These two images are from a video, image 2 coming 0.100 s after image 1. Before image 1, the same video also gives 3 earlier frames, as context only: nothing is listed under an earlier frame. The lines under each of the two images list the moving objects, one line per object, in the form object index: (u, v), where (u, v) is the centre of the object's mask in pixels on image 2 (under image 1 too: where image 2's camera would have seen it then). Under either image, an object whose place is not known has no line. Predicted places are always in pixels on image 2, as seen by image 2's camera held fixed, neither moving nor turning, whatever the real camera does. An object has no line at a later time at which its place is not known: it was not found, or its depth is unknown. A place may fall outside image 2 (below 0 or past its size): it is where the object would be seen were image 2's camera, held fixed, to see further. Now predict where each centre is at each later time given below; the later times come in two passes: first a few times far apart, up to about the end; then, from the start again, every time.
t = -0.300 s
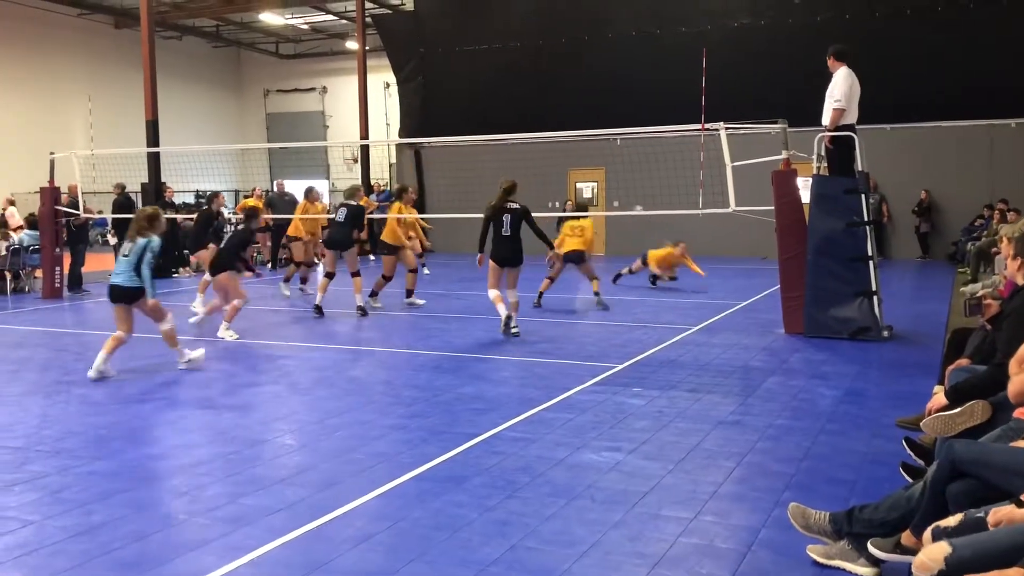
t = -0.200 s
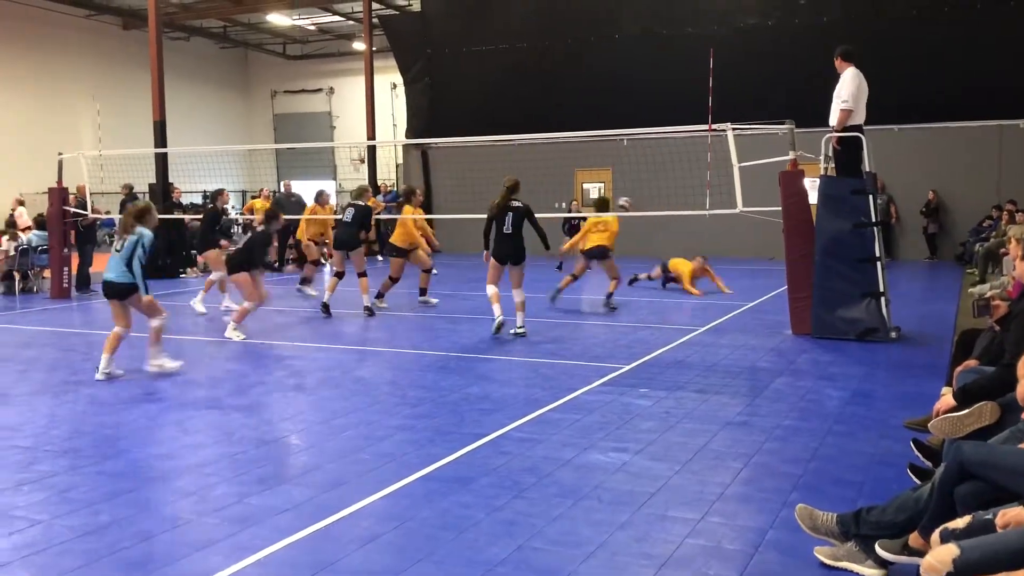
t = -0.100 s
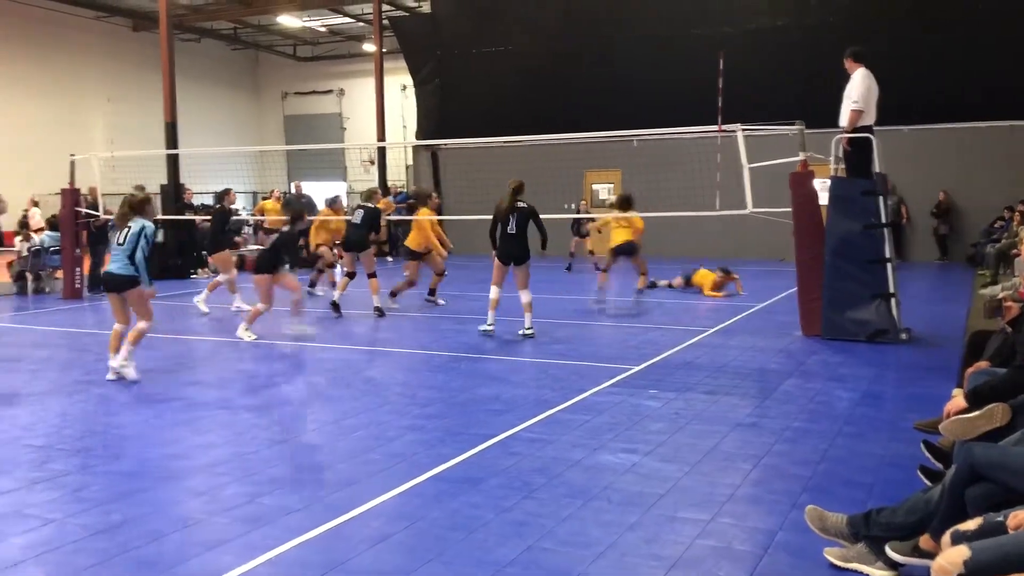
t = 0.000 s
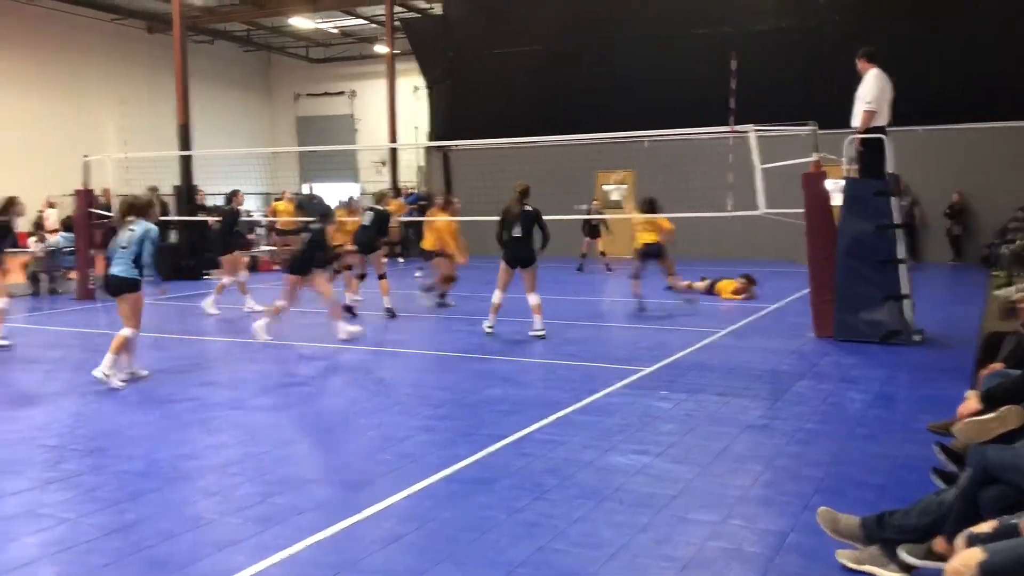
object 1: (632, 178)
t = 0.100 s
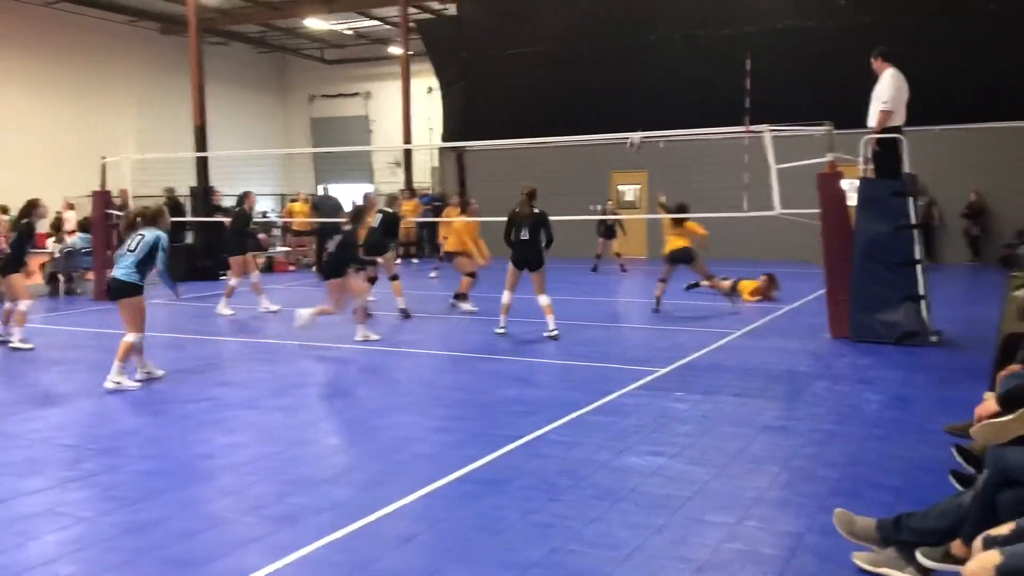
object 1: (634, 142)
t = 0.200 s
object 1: (641, 109)
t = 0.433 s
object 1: (652, 63)
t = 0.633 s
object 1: (660, 54)
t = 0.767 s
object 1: (666, 65)
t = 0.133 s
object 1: (638, 126)
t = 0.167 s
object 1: (640, 119)
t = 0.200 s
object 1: (641, 109)
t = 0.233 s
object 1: (642, 100)
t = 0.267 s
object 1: (644, 92)
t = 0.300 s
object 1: (645, 83)
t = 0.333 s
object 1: (647, 77)
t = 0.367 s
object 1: (649, 72)
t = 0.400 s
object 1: (650, 67)
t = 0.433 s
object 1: (652, 63)
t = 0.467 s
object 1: (653, 60)
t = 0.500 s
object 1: (655, 57)
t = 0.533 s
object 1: (656, 55)
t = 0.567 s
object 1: (656, 54)
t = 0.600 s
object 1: (659, 54)
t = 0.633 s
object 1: (660, 54)
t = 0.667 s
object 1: (662, 56)
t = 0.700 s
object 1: (662, 58)
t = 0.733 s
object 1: (665, 62)
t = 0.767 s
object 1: (666, 65)
